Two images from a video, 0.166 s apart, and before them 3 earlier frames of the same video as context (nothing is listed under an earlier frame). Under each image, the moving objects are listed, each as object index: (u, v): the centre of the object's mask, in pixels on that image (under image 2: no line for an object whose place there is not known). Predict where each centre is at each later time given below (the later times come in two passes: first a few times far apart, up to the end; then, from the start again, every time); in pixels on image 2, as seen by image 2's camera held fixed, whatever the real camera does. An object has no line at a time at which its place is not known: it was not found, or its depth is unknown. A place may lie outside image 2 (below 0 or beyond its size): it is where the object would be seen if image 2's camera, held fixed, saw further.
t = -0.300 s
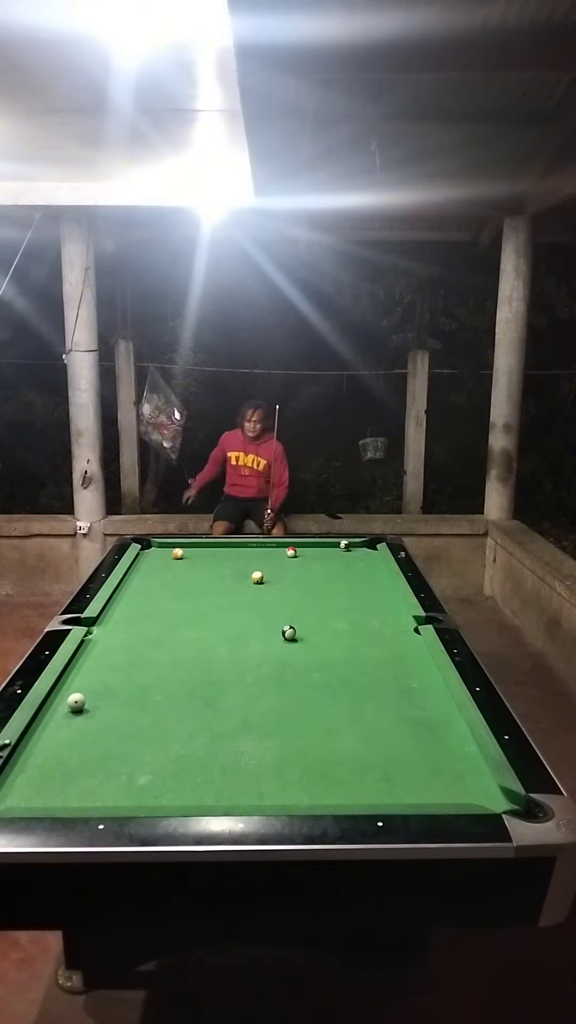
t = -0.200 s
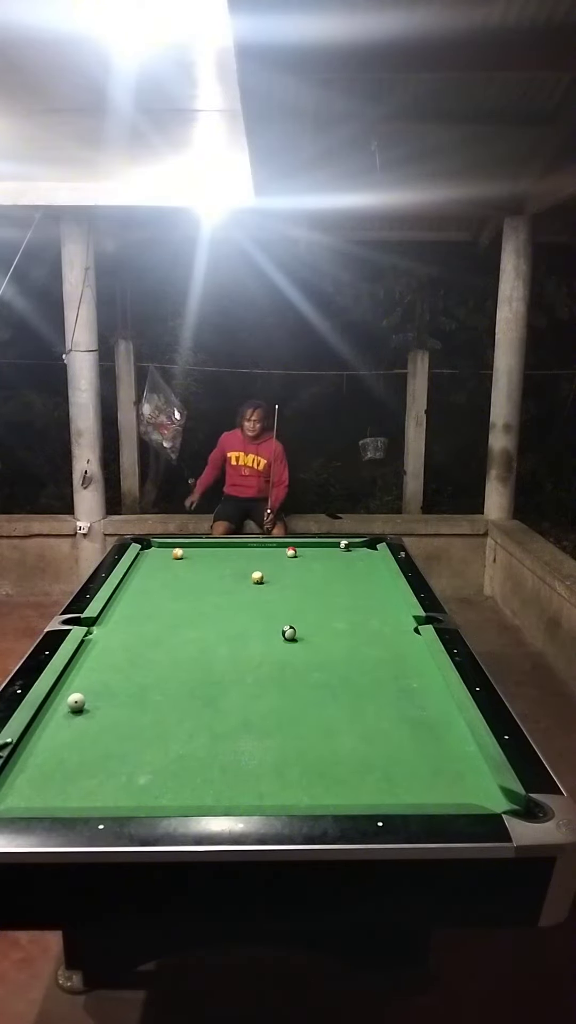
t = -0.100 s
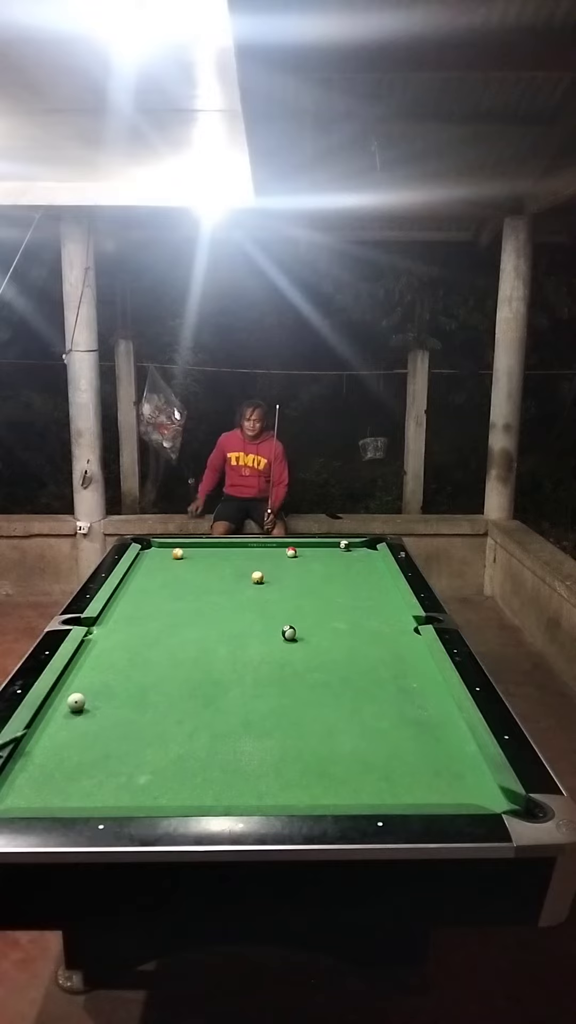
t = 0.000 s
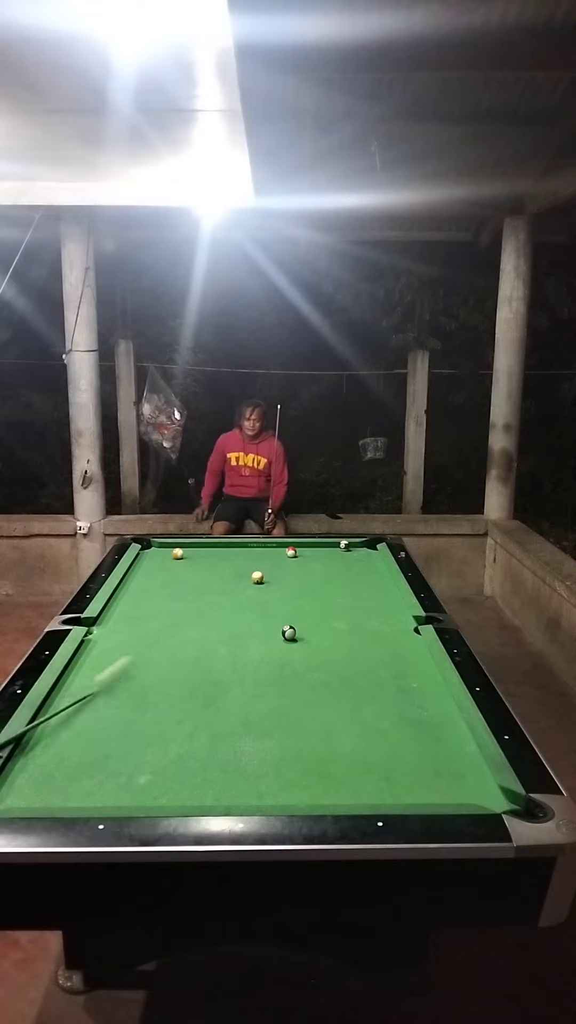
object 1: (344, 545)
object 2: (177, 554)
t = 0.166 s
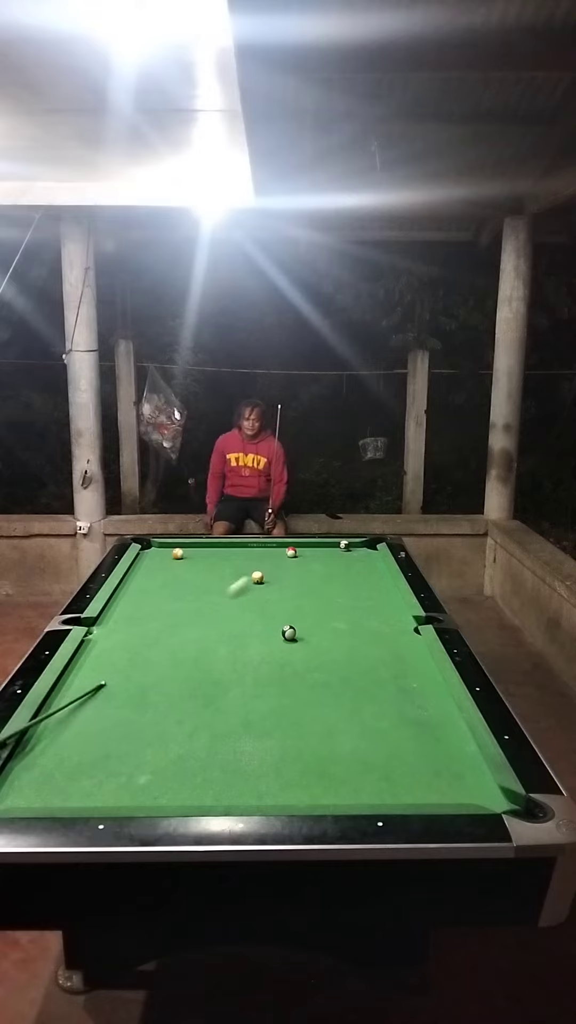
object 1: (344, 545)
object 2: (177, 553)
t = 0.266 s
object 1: (344, 545)
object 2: (177, 553)
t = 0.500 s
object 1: (353, 556)
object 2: (179, 550)
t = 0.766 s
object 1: (370, 578)
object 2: (179, 547)
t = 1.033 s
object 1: (390, 604)
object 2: (182, 551)
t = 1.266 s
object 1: (411, 632)
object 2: (194, 550)
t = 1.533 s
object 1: (417, 661)
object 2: (208, 552)
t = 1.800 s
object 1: (423, 694)
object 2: (219, 552)
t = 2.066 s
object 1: (430, 734)
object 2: (230, 552)
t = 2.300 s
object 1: (437, 776)
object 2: (238, 553)
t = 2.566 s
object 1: (426, 784)
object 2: (247, 553)
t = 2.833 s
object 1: (399, 752)
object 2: (253, 554)
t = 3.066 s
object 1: (380, 729)
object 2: (259, 554)
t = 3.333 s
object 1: (362, 706)
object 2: (263, 554)
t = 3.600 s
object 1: (347, 688)
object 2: (267, 554)
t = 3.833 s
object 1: (335, 673)
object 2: (269, 554)
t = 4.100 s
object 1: (323, 658)
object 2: (271, 554)
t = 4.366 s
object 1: (314, 647)
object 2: (271, 554)
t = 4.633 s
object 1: (306, 635)
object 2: (271, 554)
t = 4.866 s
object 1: (301, 626)
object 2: (271, 554)
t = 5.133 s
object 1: (294, 618)
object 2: (271, 554)
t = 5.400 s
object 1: (289, 610)
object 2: (270, 554)
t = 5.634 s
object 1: (285, 605)
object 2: (270, 554)
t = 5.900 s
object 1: (281, 599)
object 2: (270, 554)
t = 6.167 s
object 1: (278, 594)
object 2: (270, 554)
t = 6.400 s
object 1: (276, 590)
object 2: (270, 554)
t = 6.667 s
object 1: (273, 587)
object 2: (270, 554)
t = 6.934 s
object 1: (271, 583)
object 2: (270, 554)
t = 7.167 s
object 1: (270, 581)
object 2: (270, 554)
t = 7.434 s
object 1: (269, 578)
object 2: (270, 554)
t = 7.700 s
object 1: (268, 578)
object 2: (270, 554)
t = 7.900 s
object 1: (268, 577)
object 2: (270, 554)
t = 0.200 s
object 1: (344, 545)
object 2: (177, 554)
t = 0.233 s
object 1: (344, 545)
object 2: (177, 553)
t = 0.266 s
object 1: (344, 545)
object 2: (177, 553)
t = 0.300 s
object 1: (344, 545)
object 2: (177, 554)
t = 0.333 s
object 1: (344, 542)
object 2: (177, 554)
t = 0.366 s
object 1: (345, 545)
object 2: (177, 554)
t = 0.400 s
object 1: (347, 549)
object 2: (177, 554)
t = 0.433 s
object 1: (348, 551)
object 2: (177, 553)
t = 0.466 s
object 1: (350, 554)
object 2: (176, 552)
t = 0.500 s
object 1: (353, 556)
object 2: (179, 550)
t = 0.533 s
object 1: (355, 559)
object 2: (178, 551)
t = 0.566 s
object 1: (356, 561)
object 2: (179, 549)
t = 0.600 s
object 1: (359, 564)
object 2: (179, 548)
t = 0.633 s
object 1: (361, 567)
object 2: (179, 547)
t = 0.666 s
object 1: (362, 569)
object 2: (180, 546)
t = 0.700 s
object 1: (365, 572)
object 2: (180, 545)
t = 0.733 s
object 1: (367, 575)
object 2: (179, 546)
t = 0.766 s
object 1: (370, 578)
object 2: (179, 547)
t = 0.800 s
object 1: (371, 581)
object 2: (178, 548)
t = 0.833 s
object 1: (374, 585)
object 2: (178, 548)
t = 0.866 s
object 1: (377, 587)
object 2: (177, 549)
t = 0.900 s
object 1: (379, 591)
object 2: (177, 550)
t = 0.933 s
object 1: (381, 594)
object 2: (177, 551)
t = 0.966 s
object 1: (385, 598)
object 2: (179, 550)
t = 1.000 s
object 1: (387, 600)
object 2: (180, 551)
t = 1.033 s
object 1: (390, 604)
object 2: (182, 551)
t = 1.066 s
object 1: (392, 608)
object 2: (184, 551)
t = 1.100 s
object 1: (396, 611)
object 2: (185, 551)
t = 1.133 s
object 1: (399, 616)
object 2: (188, 551)
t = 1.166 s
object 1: (401, 619)
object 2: (189, 551)
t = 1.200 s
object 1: (404, 623)
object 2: (191, 551)
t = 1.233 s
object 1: (408, 627)
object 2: (192, 552)
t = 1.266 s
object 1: (411, 632)
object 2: (194, 550)
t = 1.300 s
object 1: (413, 635)
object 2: (196, 552)
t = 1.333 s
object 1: (413, 639)
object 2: (198, 552)
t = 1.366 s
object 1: (414, 642)
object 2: (200, 552)
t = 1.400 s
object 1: (415, 646)
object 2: (201, 551)
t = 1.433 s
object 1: (415, 649)
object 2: (203, 552)
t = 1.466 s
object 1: (416, 654)
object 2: (205, 552)
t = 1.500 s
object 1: (417, 657)
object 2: (206, 552)
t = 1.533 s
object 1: (417, 661)
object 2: (208, 552)
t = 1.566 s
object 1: (418, 665)
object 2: (209, 552)
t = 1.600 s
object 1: (418, 669)
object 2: (210, 552)
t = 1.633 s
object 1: (420, 674)
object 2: (212, 552)
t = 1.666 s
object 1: (420, 677)
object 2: (213, 552)
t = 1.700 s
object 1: (421, 682)
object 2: (215, 552)
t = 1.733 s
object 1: (421, 685)
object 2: (216, 552)
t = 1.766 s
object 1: (422, 690)
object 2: (218, 552)
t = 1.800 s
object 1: (423, 694)
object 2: (219, 552)
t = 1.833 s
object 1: (424, 699)
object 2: (220, 552)
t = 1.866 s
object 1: (425, 704)
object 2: (222, 552)
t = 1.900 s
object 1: (425, 708)
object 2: (223, 552)
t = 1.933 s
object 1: (427, 714)
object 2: (225, 552)
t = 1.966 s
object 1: (427, 718)
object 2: (226, 552)
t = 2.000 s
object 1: (428, 725)
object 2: (227, 553)
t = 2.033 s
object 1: (429, 729)
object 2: (228, 553)
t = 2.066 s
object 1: (430, 734)
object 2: (230, 552)
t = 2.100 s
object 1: (431, 741)
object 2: (231, 553)
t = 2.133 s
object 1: (432, 745)
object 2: (232, 553)
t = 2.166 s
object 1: (433, 753)
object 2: (234, 553)
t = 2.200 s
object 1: (434, 758)
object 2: (235, 553)
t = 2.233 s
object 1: (435, 764)
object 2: (236, 553)
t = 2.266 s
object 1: (437, 771)
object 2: (237, 553)
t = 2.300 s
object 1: (437, 776)
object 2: (238, 553)
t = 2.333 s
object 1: (438, 783)
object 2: (240, 553)
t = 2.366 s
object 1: (440, 790)
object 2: (240, 553)
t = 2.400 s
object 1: (440, 793)
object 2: (242, 553)
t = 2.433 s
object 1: (440, 796)
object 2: (243, 553)
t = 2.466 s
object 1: (436, 793)
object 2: (244, 553)
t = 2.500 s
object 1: (432, 790)
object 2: (244, 553)
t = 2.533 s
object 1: (429, 787)
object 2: (246, 553)
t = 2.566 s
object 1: (426, 784)
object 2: (247, 553)
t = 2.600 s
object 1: (423, 779)
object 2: (248, 552)
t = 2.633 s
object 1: (419, 775)
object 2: (249, 552)
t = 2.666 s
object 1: (416, 772)
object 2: (250, 552)
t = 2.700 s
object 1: (412, 767)
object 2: (250, 552)
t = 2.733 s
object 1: (408, 762)
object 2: (251, 552)
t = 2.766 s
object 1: (405, 758)
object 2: (251, 553)
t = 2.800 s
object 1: (402, 756)
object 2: (252, 553)
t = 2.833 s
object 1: (399, 752)
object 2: (253, 554)
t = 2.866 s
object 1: (397, 749)
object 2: (255, 554)
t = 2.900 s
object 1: (394, 744)
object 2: (255, 554)
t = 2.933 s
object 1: (391, 742)
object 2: (256, 554)
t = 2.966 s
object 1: (389, 739)
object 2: (257, 554)
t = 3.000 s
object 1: (385, 736)
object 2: (257, 554)
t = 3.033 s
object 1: (382, 732)
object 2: (258, 554)
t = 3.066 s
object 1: (380, 729)
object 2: (259, 554)
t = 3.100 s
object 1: (378, 726)
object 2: (259, 554)
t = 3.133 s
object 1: (376, 723)
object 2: (260, 554)
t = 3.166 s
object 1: (373, 720)
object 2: (261, 554)
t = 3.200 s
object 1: (371, 717)
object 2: (261, 554)
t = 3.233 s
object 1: (368, 714)
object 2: (262, 554)
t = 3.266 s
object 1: (367, 713)
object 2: (262, 554)
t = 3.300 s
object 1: (364, 710)
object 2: (263, 554)
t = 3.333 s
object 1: (362, 706)
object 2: (263, 554)
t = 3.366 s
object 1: (359, 703)
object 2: (264, 554)
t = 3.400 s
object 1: (358, 701)
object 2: (265, 554)
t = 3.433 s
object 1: (356, 699)
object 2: (265, 554)
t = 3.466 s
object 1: (354, 697)
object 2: (265, 554)
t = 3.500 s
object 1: (352, 695)
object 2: (266, 554)
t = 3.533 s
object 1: (350, 692)
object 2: (266, 554)
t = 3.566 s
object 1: (349, 689)
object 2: (267, 554)
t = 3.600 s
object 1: (347, 688)
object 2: (267, 554)
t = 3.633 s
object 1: (345, 686)
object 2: (267, 554)
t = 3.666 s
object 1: (343, 683)
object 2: (268, 554)
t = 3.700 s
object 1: (341, 681)
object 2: (268, 554)
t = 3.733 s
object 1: (340, 678)
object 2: (269, 554)
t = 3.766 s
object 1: (338, 677)
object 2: (269, 554)
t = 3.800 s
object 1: (336, 675)
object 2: (269, 554)
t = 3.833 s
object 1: (335, 673)
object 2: (269, 554)
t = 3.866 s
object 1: (334, 671)
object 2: (270, 554)
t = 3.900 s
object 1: (332, 669)
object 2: (270, 554)
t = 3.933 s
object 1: (331, 667)
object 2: (270, 554)
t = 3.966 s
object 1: (330, 666)
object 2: (270, 554)
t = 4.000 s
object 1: (328, 664)
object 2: (270, 554)
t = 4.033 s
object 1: (326, 662)
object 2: (270, 554)
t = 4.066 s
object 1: (325, 660)
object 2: (271, 554)
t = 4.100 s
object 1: (323, 658)
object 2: (271, 554)
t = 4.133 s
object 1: (322, 657)
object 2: (271, 554)
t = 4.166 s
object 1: (321, 655)
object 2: (271, 554)
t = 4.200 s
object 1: (320, 654)
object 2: (271, 554)
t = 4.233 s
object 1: (319, 652)
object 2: (271, 554)
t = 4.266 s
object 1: (318, 650)
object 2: (271, 554)
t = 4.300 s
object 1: (316, 648)
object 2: (271, 554)
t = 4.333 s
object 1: (315, 648)
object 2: (271, 554)
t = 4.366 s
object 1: (314, 647)
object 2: (271, 554)
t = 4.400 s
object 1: (313, 645)
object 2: (271, 554)
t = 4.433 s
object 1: (312, 643)
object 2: (271, 554)
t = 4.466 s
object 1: (311, 641)
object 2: (271, 554)
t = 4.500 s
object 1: (310, 640)
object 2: (271, 554)
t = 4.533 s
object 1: (309, 639)
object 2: (271, 554)
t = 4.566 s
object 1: (308, 638)
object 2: (271, 554)
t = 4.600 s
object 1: (307, 636)
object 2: (271, 554)
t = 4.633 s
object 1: (306, 635)
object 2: (271, 554)
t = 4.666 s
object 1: (305, 634)
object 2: (271, 554)
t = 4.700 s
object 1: (304, 632)
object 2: (271, 554)
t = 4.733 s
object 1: (303, 632)
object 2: (271, 554)
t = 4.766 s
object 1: (303, 631)
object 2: (271, 554)
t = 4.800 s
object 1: (302, 630)
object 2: (271, 554)
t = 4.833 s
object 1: (301, 628)
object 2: (271, 554)
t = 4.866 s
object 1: (301, 626)
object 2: (271, 554)
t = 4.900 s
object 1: (300, 625)
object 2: (271, 554)
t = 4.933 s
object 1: (299, 624)
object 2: (271, 554)
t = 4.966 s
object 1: (298, 623)
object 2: (271, 554)
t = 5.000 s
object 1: (297, 622)
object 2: (271, 554)
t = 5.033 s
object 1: (296, 621)
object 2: (271, 554)
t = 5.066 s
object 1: (296, 620)
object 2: (271, 554)
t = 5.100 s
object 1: (295, 619)
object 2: (271, 554)
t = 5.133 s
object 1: (294, 618)
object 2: (271, 554)
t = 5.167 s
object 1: (293, 617)
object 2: (270, 554)
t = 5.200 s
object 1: (292, 616)
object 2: (270, 554)
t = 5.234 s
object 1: (292, 615)
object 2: (270, 554)
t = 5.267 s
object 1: (291, 615)
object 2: (270, 554)
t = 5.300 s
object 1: (291, 614)
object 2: (270, 554)
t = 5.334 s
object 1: (290, 613)
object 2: (270, 554)
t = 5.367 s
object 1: (289, 611)
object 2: (270, 554)
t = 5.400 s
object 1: (289, 610)
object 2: (270, 554)
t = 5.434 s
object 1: (288, 610)
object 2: (270, 554)
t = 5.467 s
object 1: (287, 609)
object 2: (270, 554)
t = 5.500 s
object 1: (287, 608)
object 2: (270, 554)
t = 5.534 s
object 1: (286, 607)
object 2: (270, 554)
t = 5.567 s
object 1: (286, 607)
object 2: (270, 554)
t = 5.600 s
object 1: (286, 606)
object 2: (270, 554)
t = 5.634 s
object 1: (285, 605)
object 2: (270, 554)
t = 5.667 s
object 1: (285, 604)
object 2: (270, 554)
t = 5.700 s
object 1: (284, 603)
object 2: (270, 554)
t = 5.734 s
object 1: (284, 603)
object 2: (270, 554)
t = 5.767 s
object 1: (283, 602)
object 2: (270, 554)
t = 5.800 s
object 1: (283, 601)
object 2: (270, 554)
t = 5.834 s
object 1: (282, 601)
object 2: (270, 554)
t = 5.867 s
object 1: (282, 600)
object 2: (270, 554)
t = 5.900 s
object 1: (281, 599)
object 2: (270, 554)
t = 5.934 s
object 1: (281, 598)
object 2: (270, 554)
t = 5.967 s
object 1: (280, 597)
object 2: (270, 554)
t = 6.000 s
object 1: (280, 597)
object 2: (270, 554)
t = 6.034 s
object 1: (279, 596)
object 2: (270, 554)
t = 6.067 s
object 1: (279, 596)
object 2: (270, 554)
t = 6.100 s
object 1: (279, 595)
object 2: (270, 554)
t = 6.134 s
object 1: (278, 594)
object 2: (270, 554)
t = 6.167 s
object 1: (278, 594)
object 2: (270, 554)
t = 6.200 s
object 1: (278, 594)
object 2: (270, 554)
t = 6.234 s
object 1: (278, 594)
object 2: (270, 554)
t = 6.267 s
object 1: (277, 593)
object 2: (270, 554)
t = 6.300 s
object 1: (277, 592)
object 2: (270, 554)
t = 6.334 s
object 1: (276, 591)
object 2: (270, 554)
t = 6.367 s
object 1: (276, 590)
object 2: (270, 554)
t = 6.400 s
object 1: (276, 590)
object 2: (270, 554)
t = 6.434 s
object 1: (275, 589)
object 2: (270, 554)
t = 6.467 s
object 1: (275, 589)
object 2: (270, 554)
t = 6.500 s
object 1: (275, 589)
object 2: (270, 554)
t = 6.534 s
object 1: (274, 589)
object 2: (270, 554)
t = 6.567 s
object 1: (274, 588)
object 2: (270, 554)
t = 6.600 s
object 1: (274, 588)
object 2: (270, 554)
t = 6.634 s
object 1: (273, 587)
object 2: (270, 554)
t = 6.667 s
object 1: (273, 587)
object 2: (270, 554)
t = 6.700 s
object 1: (273, 586)
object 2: (270, 554)
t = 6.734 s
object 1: (273, 585)
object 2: (270, 554)
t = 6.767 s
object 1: (272, 585)
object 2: (270, 554)
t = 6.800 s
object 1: (272, 584)
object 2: (270, 554)
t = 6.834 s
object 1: (272, 584)
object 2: (270, 554)
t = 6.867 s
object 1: (272, 584)
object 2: (270, 554)
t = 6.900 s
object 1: (271, 583)
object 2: (270, 554)
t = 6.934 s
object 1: (271, 583)
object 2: (270, 554)
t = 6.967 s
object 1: (271, 583)
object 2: (270, 554)
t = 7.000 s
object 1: (271, 582)
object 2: (270, 554)
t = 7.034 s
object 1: (271, 582)
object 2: (270, 554)
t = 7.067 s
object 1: (270, 582)
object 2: (270, 554)
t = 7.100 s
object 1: (270, 582)
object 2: (270, 554)
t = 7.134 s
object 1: (270, 581)
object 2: (270, 554)
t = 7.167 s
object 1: (270, 581)
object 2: (270, 554)
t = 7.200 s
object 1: (270, 580)
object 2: (270, 554)
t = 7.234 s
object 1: (270, 580)
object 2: (270, 554)
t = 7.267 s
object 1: (269, 580)
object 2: (270, 554)
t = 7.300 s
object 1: (269, 579)
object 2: (270, 554)
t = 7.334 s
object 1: (269, 579)
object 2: (270, 554)
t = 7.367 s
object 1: (269, 579)
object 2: (270, 554)
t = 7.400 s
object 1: (269, 579)
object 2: (270, 554)
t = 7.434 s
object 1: (269, 578)
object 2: (270, 554)
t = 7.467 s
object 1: (268, 578)
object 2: (270, 554)
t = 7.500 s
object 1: (268, 578)
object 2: (270, 554)
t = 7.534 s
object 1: (268, 578)
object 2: (270, 554)
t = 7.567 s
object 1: (268, 578)
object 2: (270, 554)
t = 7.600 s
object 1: (268, 578)
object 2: (270, 554)
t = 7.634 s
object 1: (268, 578)
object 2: (270, 554)
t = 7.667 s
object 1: (268, 578)
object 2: (270, 554)
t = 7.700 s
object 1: (268, 578)
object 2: (270, 554)
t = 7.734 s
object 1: (268, 578)
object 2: (270, 554)
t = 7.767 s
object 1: (268, 577)
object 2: (270, 554)
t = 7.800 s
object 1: (268, 577)
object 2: (270, 554)
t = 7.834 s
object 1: (268, 577)
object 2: (270, 554)
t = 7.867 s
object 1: (268, 577)
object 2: (270, 554)
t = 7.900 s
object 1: (268, 577)
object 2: (270, 554)
